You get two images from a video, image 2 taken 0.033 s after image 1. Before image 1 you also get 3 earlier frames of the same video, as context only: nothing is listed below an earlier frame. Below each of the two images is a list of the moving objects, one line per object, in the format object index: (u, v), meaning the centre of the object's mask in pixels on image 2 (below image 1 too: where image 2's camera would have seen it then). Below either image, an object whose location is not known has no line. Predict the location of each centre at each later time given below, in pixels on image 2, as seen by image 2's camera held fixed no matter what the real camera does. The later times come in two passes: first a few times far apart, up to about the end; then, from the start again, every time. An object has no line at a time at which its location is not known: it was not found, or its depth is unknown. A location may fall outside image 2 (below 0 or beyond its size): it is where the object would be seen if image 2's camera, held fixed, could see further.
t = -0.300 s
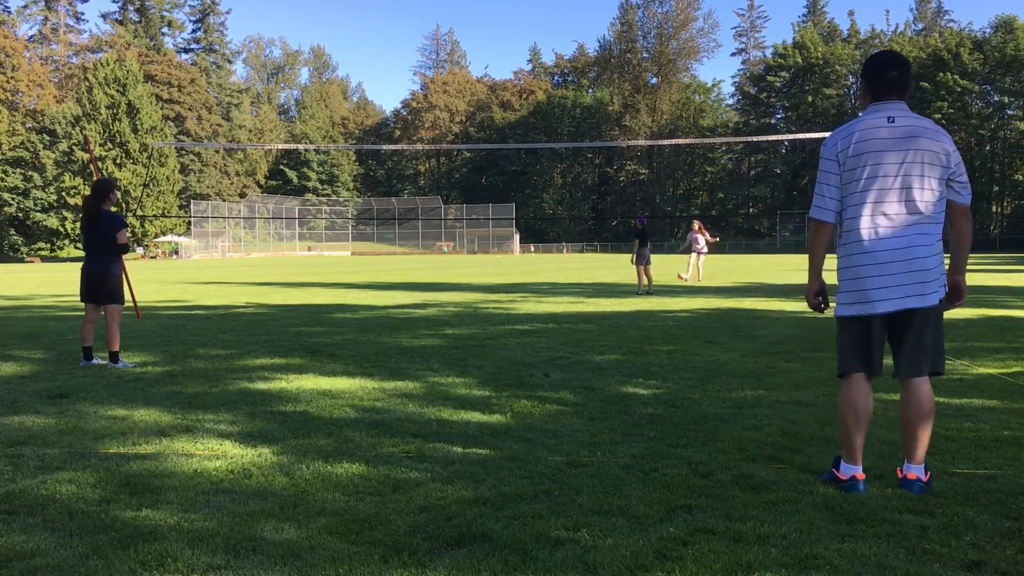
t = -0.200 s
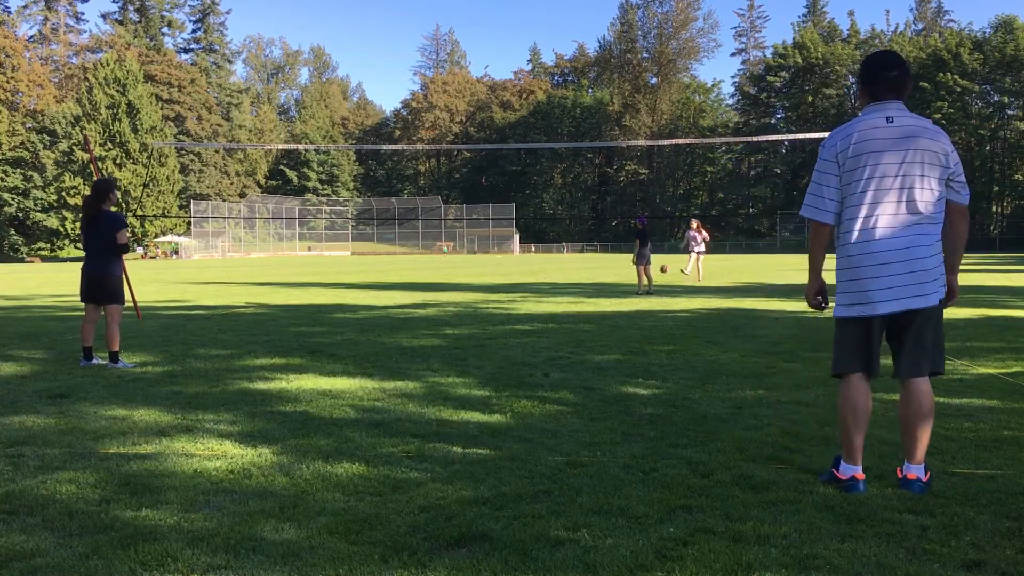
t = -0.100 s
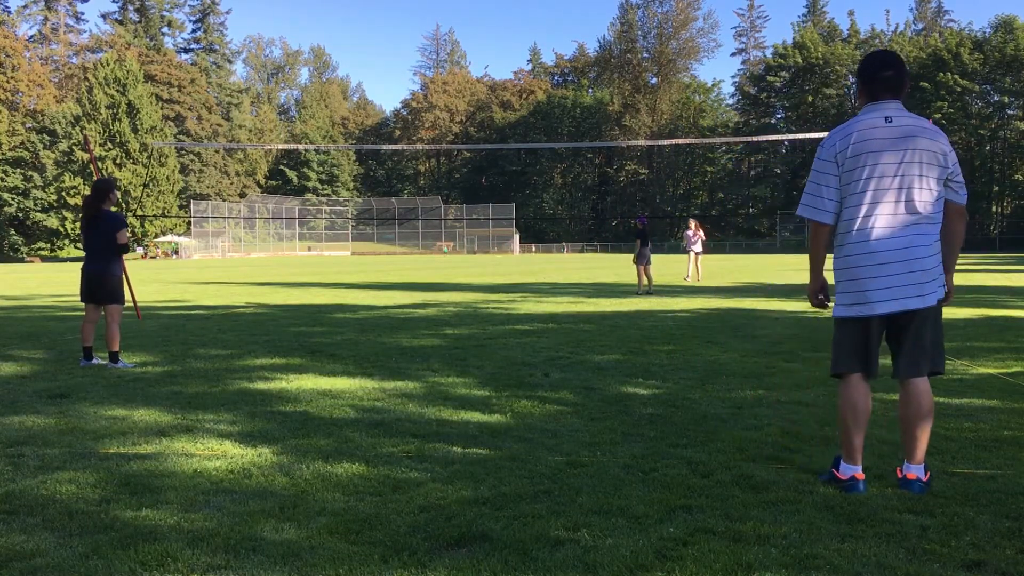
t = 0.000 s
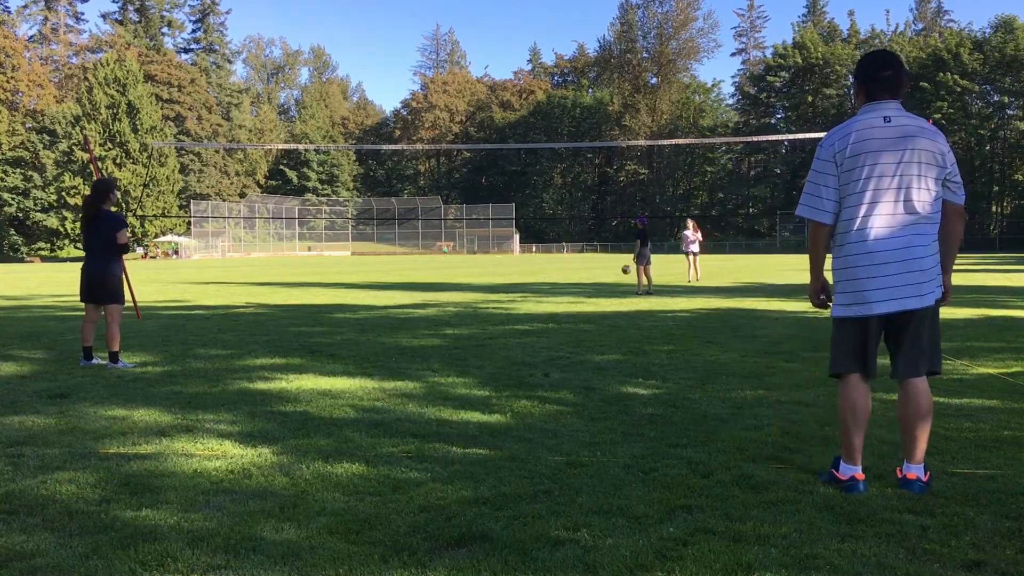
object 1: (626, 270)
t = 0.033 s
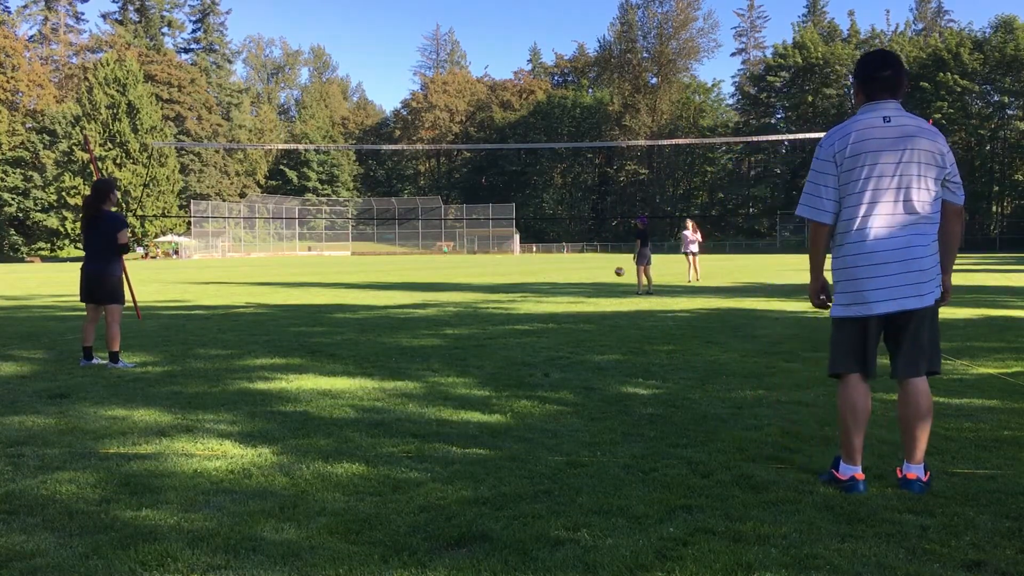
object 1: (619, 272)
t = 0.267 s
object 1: (573, 287)
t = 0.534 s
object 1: (535, 288)
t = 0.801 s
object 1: (493, 296)
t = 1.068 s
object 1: (446, 301)
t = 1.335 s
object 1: (400, 307)
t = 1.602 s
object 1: (353, 309)
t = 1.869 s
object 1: (304, 314)
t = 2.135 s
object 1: (257, 318)
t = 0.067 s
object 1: (612, 274)
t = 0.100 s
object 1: (605, 278)
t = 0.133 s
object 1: (598, 281)
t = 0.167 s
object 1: (590, 286)
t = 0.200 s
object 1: (583, 290)
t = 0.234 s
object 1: (577, 289)
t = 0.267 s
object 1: (573, 287)
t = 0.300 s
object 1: (568, 286)
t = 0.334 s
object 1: (564, 284)
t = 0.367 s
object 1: (558, 283)
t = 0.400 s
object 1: (554, 283)
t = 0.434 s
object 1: (550, 283)
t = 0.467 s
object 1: (545, 284)
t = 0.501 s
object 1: (540, 285)
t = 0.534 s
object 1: (535, 288)
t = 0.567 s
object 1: (531, 291)
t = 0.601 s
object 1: (525, 294)
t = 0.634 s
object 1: (520, 297)
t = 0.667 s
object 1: (514, 296)
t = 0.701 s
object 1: (509, 295)
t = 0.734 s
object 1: (504, 295)
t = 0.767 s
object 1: (498, 295)
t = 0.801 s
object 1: (493, 296)
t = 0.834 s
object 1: (487, 298)
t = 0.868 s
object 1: (481, 300)
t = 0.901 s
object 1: (475, 301)
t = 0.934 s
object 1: (470, 301)
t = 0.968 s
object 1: (463, 300)
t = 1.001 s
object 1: (458, 300)
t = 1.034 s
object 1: (453, 300)
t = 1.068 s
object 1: (446, 301)
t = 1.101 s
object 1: (441, 302)
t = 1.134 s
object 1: (436, 303)
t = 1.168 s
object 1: (430, 305)
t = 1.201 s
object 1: (424, 305)
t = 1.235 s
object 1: (418, 305)
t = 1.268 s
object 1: (412, 306)
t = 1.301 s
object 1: (406, 306)
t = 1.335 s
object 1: (400, 307)
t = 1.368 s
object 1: (395, 307)
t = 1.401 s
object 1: (389, 308)
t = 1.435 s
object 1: (382, 308)
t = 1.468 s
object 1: (377, 309)
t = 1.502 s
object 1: (371, 309)
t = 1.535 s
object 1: (365, 309)
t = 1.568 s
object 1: (359, 309)
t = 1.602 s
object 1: (353, 309)
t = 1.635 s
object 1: (347, 309)
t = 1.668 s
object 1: (340, 311)
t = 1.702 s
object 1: (333, 312)
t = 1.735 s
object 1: (328, 312)
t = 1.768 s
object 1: (323, 313)
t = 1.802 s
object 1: (316, 313)
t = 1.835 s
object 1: (310, 313)
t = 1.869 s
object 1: (304, 314)
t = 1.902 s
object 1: (298, 315)
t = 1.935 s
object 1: (293, 316)
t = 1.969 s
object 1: (287, 316)
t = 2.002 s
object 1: (281, 316)
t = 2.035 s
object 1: (274, 316)
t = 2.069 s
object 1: (269, 316)
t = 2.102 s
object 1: (263, 317)
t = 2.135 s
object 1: (257, 318)
